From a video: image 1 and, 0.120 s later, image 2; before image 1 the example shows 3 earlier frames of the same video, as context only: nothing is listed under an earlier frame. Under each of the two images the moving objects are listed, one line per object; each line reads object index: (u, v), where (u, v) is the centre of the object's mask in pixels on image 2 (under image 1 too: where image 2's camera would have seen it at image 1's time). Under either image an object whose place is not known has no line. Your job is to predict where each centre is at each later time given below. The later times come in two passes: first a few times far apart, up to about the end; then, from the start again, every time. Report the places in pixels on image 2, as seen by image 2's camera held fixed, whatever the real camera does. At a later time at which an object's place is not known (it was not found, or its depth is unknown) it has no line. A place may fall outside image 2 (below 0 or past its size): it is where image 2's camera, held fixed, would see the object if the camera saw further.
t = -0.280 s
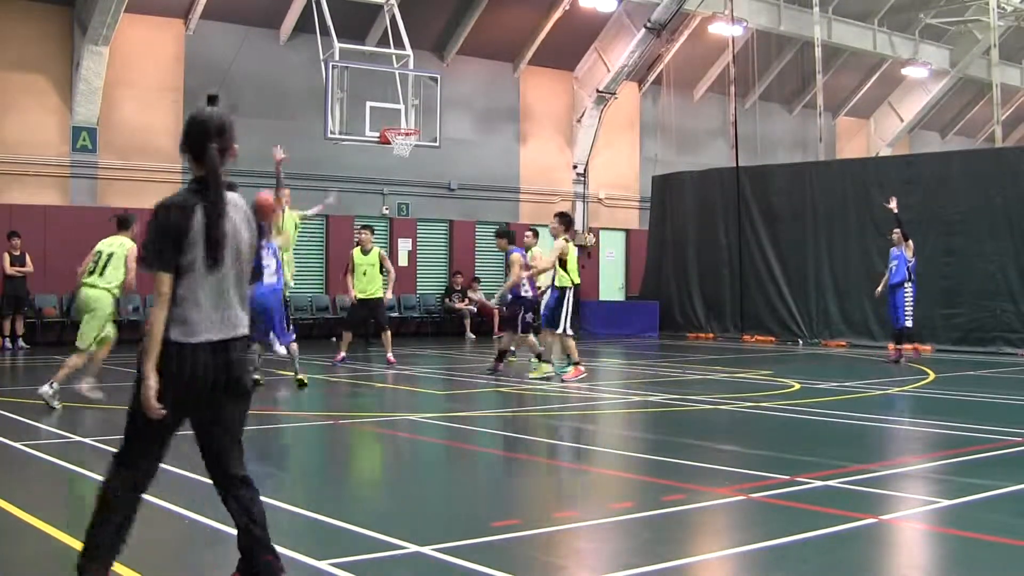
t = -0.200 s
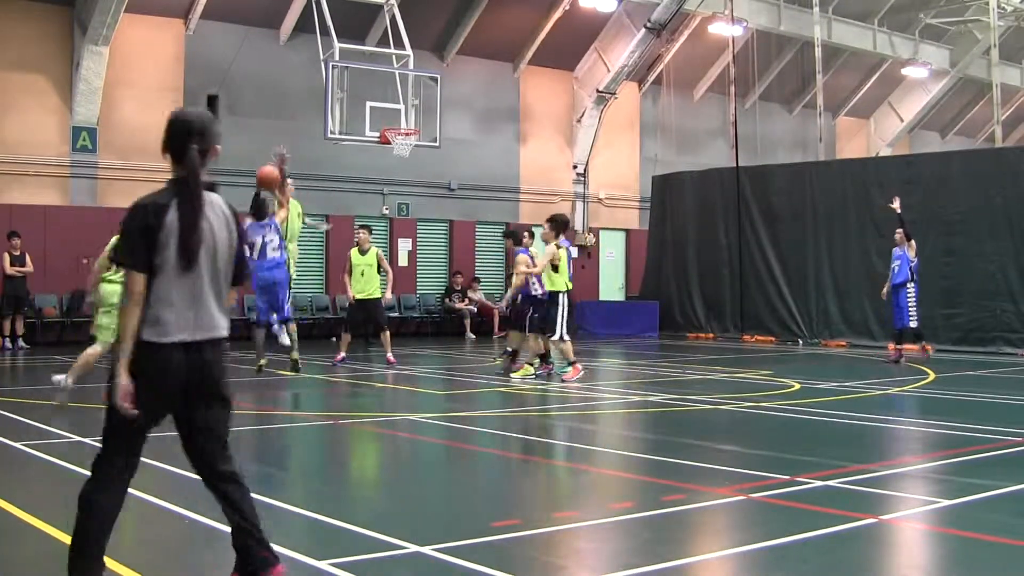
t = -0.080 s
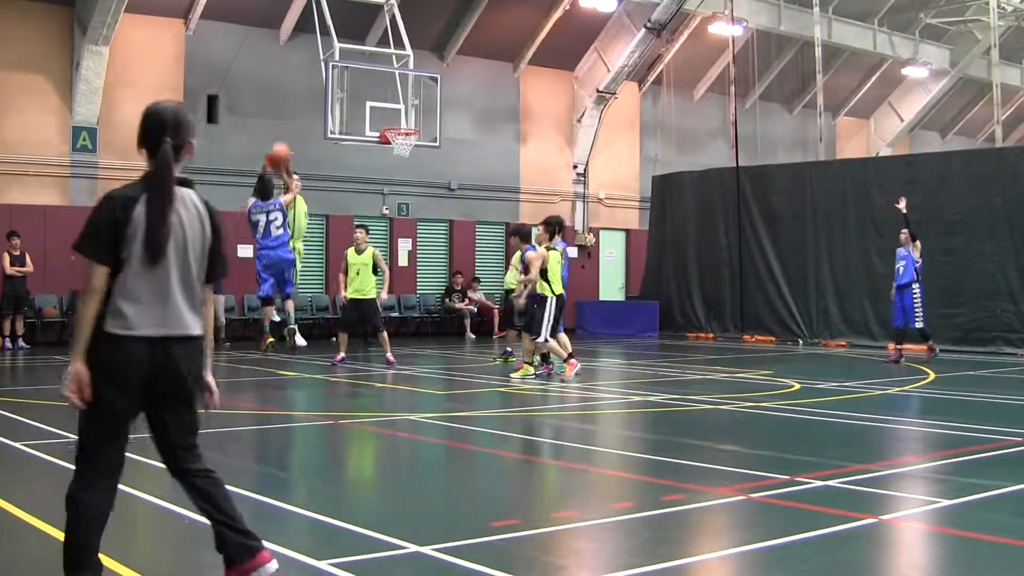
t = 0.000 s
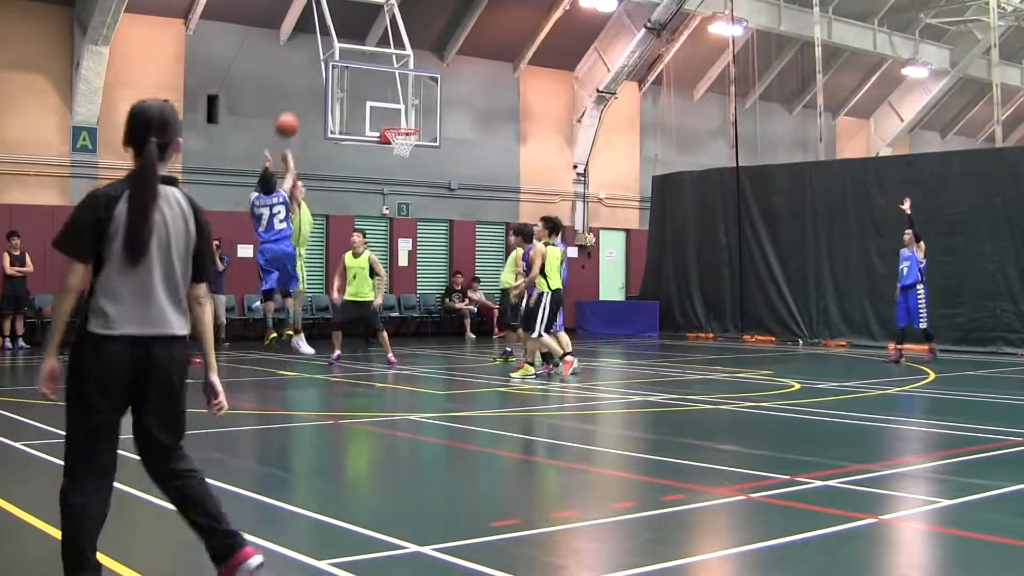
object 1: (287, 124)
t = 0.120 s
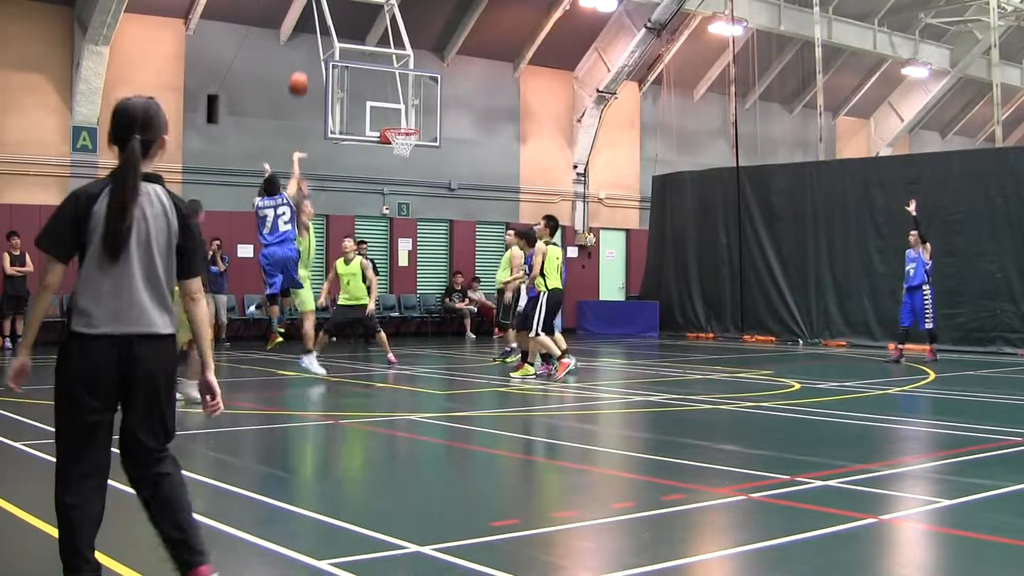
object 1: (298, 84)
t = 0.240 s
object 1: (310, 59)
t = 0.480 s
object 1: (329, 49)
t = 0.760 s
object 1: (346, 93)
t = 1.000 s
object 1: (394, 145)
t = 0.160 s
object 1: (303, 74)
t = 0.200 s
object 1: (306, 65)
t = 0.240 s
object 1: (310, 59)
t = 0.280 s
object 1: (314, 54)
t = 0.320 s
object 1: (317, 51)
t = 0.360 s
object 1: (320, 48)
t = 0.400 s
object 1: (323, 48)
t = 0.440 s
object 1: (325, 48)
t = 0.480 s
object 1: (329, 49)
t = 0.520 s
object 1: (331, 52)
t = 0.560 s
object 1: (332, 56)
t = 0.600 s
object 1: (335, 61)
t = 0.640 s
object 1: (340, 68)
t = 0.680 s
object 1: (341, 75)
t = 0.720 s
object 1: (344, 83)
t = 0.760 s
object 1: (346, 93)
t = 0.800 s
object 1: (349, 102)
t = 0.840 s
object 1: (357, 109)
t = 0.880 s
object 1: (367, 118)
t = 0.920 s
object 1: (376, 126)
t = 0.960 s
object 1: (386, 136)
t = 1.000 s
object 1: (394, 145)
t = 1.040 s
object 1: (403, 160)
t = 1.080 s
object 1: (413, 172)
